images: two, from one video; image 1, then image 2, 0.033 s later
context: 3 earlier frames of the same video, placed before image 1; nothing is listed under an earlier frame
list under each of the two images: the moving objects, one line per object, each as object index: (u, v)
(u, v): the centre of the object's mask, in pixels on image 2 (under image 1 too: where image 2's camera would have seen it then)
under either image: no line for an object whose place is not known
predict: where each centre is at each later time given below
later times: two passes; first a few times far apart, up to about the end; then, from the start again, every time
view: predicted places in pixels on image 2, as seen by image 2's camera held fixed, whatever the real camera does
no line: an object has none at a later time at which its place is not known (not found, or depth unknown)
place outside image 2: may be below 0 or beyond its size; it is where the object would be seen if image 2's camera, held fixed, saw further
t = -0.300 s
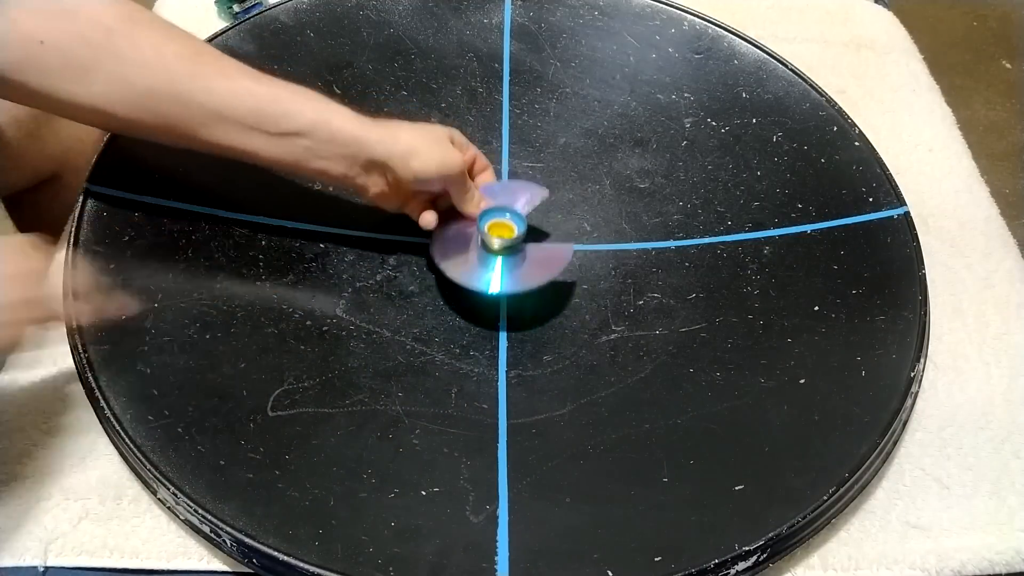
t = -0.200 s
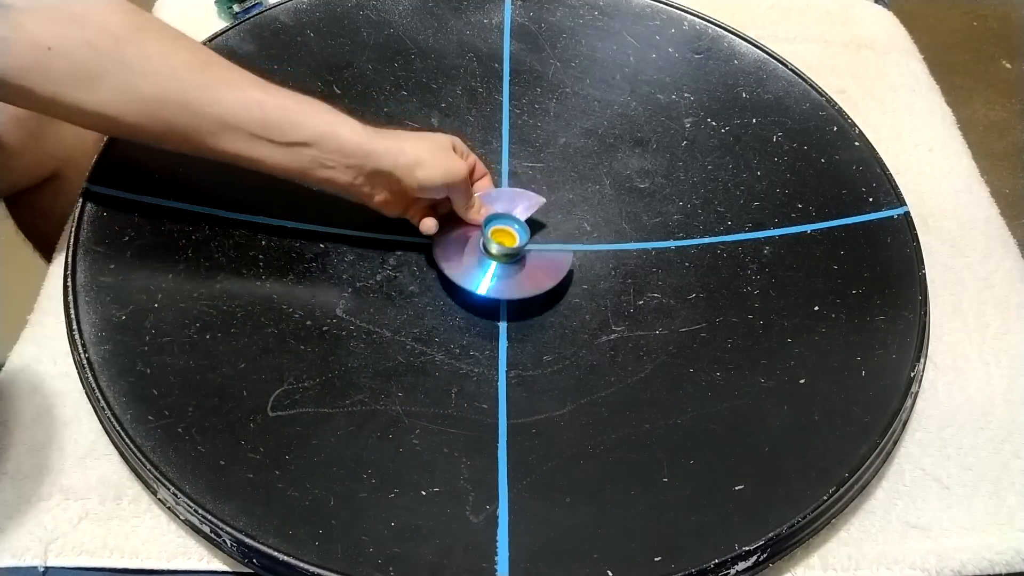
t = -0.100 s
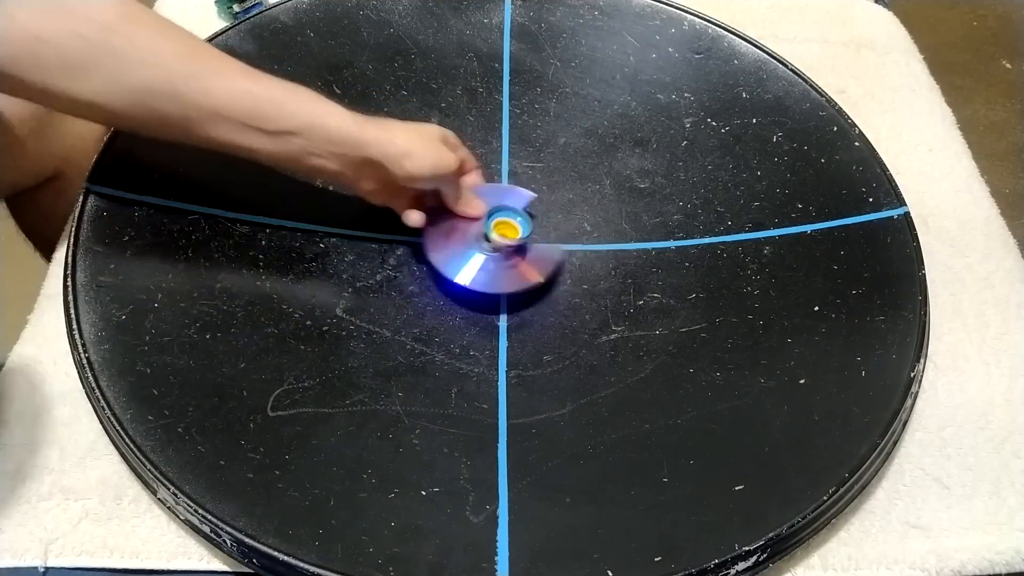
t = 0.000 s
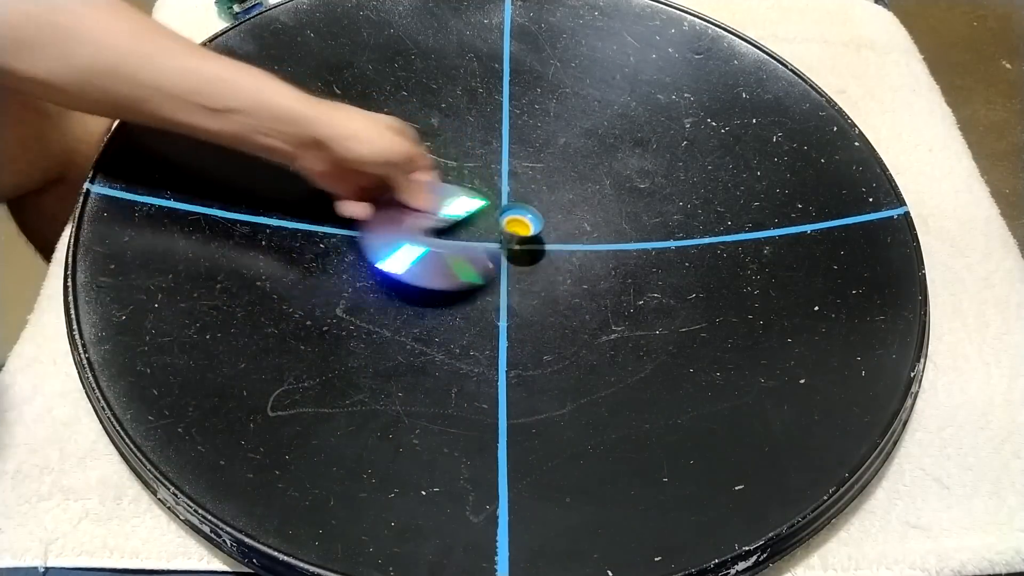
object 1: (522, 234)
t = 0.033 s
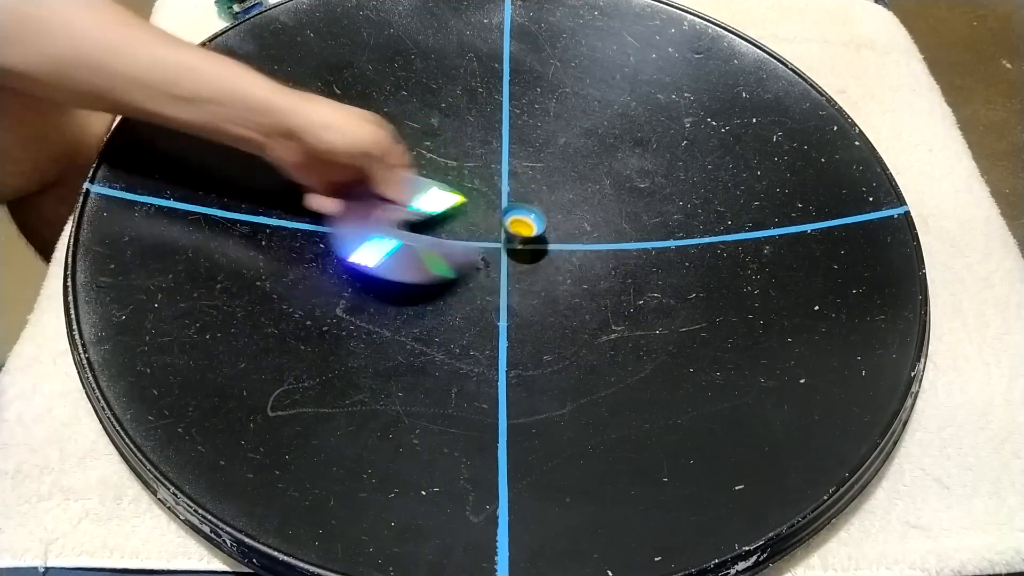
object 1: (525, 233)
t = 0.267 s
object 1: (536, 242)
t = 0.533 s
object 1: (588, 293)
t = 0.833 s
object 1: (635, 351)
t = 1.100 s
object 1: (652, 388)
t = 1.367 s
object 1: (640, 412)
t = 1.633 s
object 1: (616, 391)
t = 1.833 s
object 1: (612, 356)
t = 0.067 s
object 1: (527, 231)
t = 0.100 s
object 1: (528, 231)
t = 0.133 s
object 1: (529, 231)
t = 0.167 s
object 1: (530, 232)
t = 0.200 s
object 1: (530, 234)
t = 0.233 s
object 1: (532, 239)
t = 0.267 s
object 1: (536, 242)
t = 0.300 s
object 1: (543, 247)
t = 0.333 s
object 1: (550, 253)
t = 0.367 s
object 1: (557, 260)
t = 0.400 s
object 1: (563, 267)
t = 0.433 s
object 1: (569, 273)
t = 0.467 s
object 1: (576, 280)
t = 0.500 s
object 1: (583, 287)
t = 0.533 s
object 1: (588, 293)
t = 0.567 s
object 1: (593, 300)
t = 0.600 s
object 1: (597, 307)
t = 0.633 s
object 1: (602, 312)
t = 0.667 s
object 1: (608, 318)
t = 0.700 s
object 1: (613, 325)
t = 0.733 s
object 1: (619, 331)
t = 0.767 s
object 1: (625, 339)
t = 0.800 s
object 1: (630, 344)
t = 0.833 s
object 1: (635, 351)
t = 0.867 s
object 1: (639, 357)
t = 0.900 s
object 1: (642, 362)
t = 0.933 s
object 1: (645, 367)
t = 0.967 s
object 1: (647, 373)
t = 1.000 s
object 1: (649, 377)
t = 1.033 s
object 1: (651, 382)
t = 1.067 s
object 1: (651, 386)
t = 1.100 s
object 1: (652, 388)
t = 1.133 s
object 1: (652, 392)
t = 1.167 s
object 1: (651, 396)
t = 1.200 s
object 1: (650, 399)
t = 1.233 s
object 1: (649, 402)
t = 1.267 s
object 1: (648, 405)
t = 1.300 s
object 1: (645, 408)
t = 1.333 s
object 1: (643, 411)
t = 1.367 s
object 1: (640, 412)
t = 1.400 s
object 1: (636, 414)
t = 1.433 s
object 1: (633, 413)
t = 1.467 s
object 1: (629, 412)
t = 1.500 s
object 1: (625, 410)
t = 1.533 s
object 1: (622, 407)
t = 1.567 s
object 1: (620, 400)
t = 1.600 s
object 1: (618, 396)
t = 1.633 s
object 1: (616, 391)
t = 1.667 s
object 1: (615, 385)
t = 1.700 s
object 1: (613, 378)
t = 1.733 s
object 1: (612, 374)
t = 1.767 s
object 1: (612, 369)
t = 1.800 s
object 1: (612, 364)
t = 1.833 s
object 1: (612, 356)
